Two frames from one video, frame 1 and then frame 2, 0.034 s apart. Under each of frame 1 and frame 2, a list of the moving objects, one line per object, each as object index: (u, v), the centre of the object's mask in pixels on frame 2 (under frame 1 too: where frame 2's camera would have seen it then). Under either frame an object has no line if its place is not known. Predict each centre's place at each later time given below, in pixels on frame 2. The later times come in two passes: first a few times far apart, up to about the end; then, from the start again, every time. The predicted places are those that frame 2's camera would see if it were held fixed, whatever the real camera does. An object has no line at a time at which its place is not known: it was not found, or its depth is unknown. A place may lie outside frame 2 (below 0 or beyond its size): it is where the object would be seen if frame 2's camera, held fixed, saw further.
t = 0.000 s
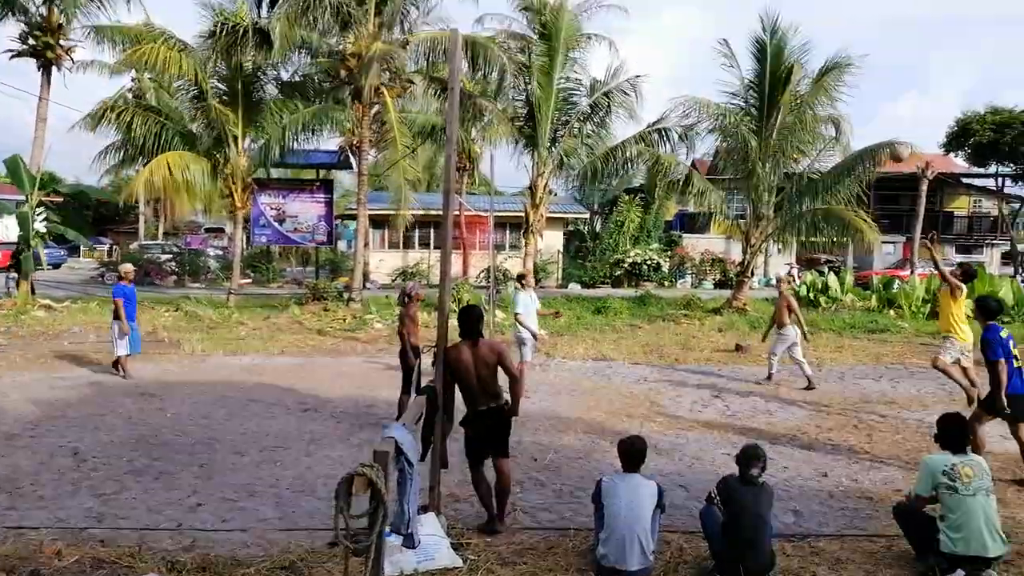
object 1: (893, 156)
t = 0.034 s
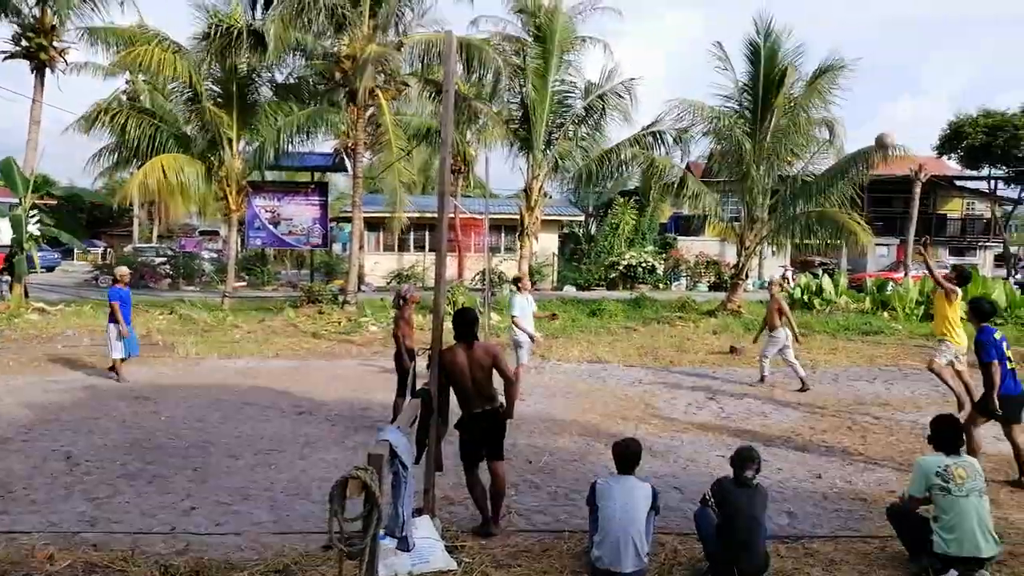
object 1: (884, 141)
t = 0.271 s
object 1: (831, 63)
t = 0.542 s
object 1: (768, 34)
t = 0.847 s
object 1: (696, 72)
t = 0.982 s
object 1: (666, 116)
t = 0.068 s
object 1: (877, 127)
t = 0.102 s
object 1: (868, 113)
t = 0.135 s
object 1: (859, 102)
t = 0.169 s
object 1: (852, 89)
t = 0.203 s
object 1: (844, 79)
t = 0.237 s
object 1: (836, 68)
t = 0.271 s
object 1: (831, 63)
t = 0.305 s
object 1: (819, 54)
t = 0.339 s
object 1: (811, 47)
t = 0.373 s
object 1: (801, 43)
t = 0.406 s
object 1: (794, 39)
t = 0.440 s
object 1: (786, 37)
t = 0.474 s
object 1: (780, 35)
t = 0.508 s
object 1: (774, 34)
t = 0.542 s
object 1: (768, 34)
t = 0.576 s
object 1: (756, 35)
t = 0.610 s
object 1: (747, 36)
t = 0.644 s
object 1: (740, 39)
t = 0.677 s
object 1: (735, 41)
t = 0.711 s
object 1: (724, 48)
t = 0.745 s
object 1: (718, 51)
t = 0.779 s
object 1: (709, 59)
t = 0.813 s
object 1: (704, 65)
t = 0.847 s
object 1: (696, 72)
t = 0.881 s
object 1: (687, 81)
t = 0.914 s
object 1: (679, 91)
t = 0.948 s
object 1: (673, 104)
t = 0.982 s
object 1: (666, 116)
